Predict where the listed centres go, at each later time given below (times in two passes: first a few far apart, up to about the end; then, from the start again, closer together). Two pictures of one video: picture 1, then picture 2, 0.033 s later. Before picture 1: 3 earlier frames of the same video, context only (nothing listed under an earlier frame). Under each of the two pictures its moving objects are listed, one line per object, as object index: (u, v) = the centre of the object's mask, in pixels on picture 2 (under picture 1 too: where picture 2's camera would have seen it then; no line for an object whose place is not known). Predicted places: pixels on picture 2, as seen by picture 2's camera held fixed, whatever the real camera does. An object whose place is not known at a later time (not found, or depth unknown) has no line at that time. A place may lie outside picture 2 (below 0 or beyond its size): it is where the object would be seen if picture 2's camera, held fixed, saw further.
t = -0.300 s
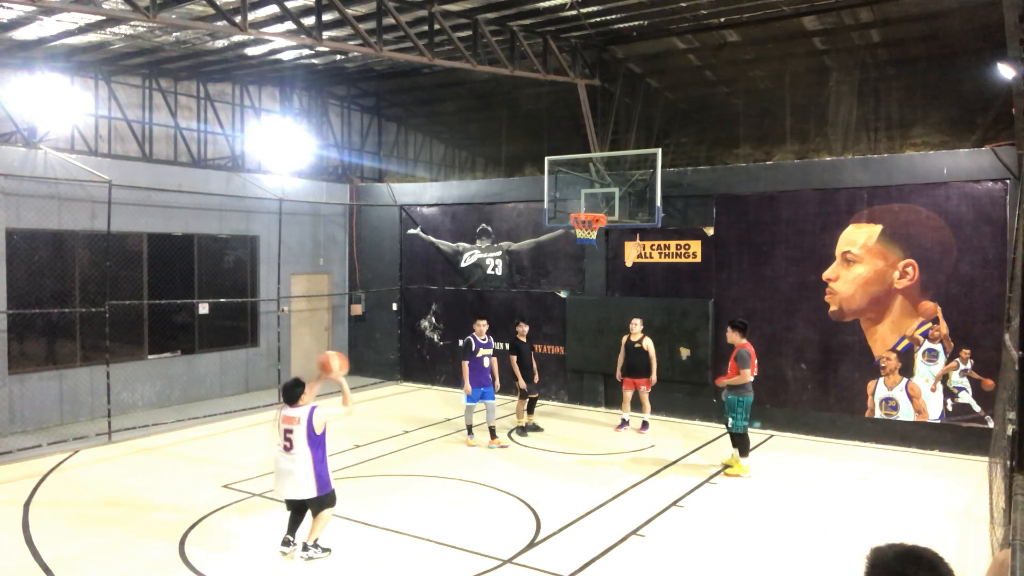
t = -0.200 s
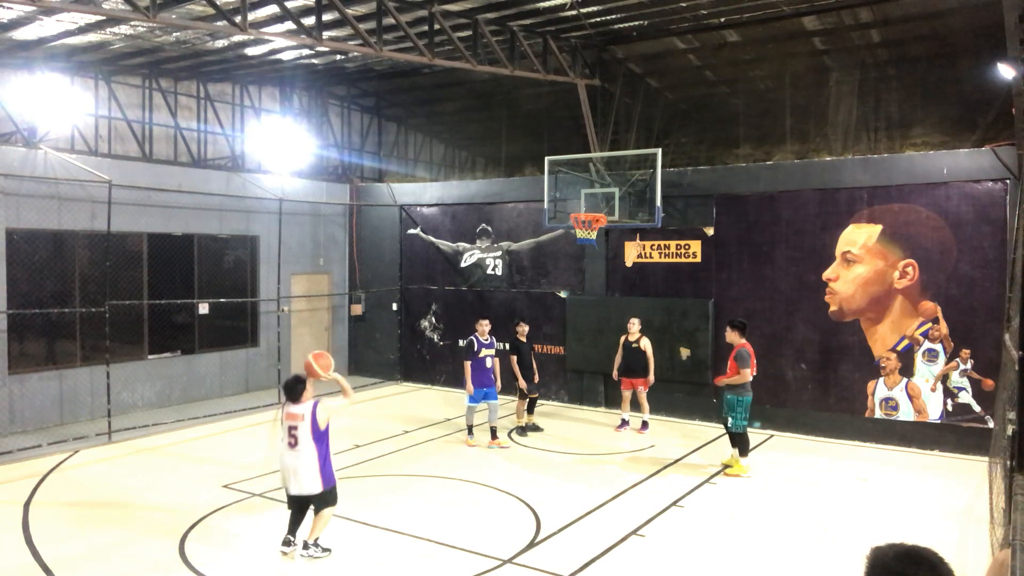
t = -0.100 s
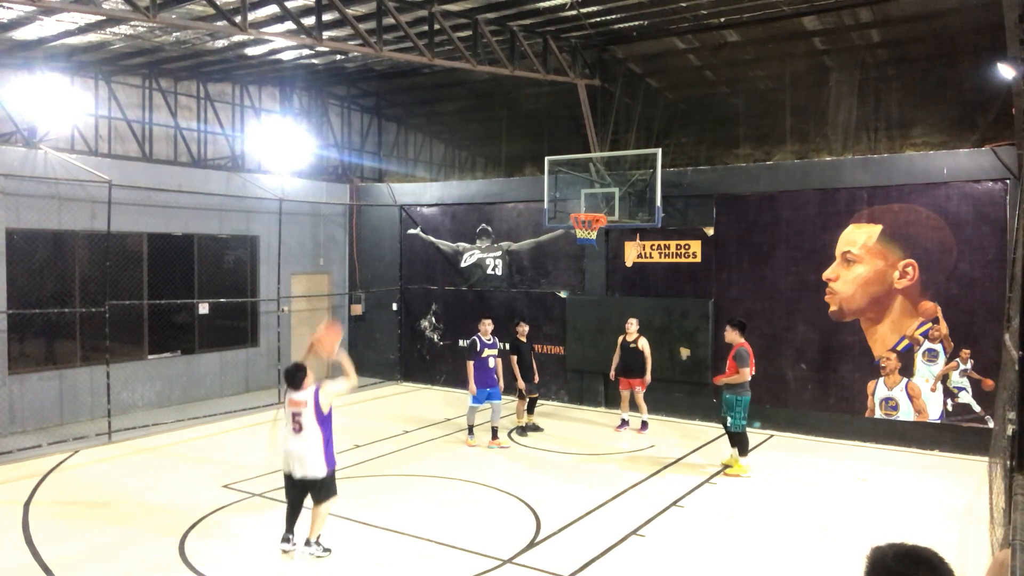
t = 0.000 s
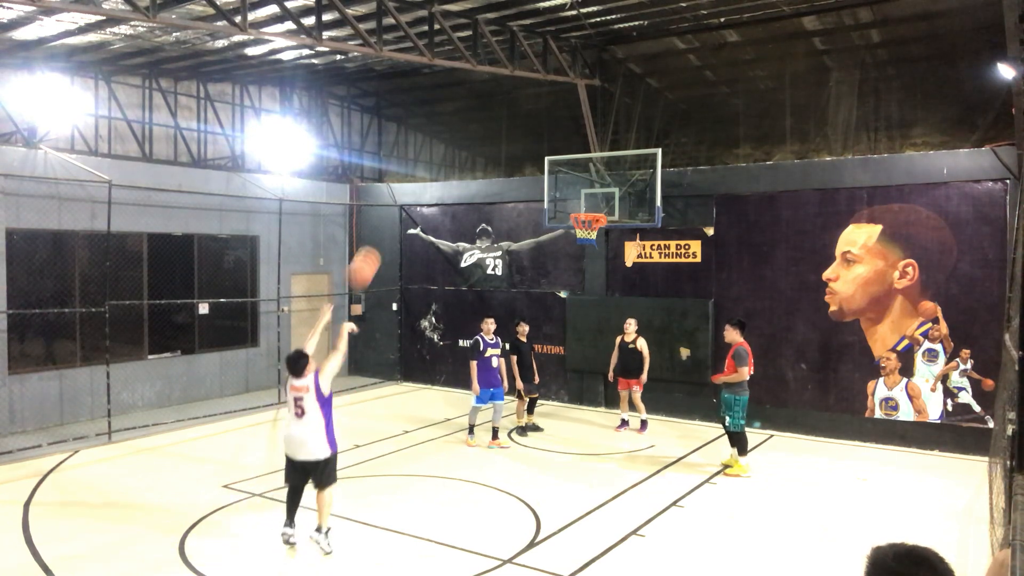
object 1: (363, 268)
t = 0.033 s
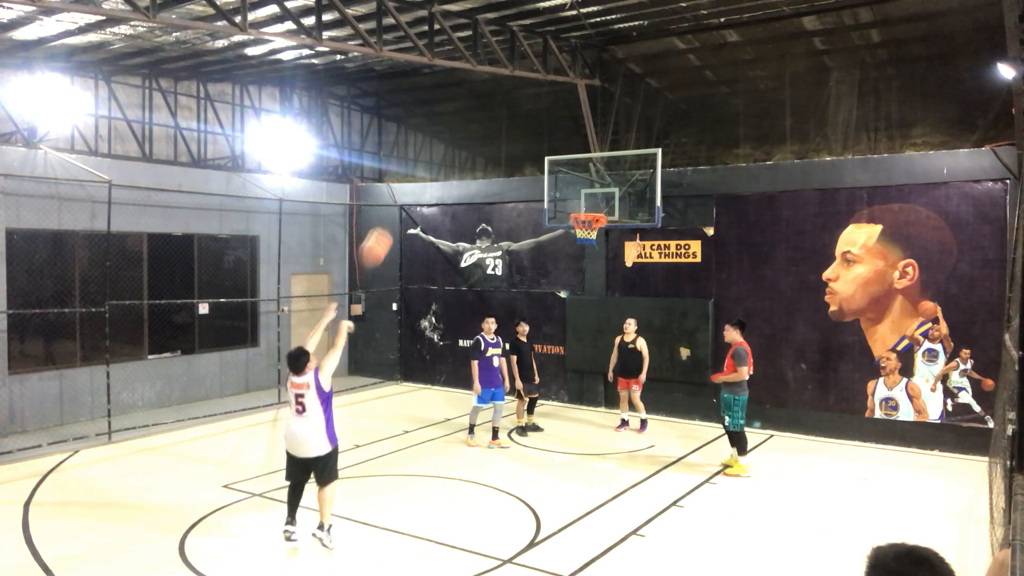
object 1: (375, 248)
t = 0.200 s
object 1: (430, 171)
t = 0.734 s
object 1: (552, 149)
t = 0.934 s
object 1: (583, 194)
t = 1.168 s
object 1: (603, 204)
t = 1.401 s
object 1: (588, 206)
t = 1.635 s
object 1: (580, 211)
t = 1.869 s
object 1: (590, 226)
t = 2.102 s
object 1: (595, 230)
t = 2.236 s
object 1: (583, 234)
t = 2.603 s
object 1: (589, 246)
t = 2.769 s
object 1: (591, 256)
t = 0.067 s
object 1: (387, 229)
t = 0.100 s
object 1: (398, 213)
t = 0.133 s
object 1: (409, 197)
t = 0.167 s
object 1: (420, 183)
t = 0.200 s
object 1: (430, 171)
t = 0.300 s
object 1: (458, 146)
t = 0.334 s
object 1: (467, 140)
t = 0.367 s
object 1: (476, 136)
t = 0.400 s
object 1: (484, 132)
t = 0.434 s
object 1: (492, 130)
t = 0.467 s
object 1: (499, 128)
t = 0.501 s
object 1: (507, 128)
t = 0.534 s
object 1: (514, 129)
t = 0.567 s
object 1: (521, 130)
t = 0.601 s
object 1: (527, 132)
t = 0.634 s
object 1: (534, 136)
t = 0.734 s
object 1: (552, 149)
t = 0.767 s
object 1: (557, 155)
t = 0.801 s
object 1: (563, 162)
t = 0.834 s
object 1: (569, 169)
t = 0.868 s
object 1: (574, 177)
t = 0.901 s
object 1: (578, 185)
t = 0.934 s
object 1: (583, 194)
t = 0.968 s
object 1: (588, 204)
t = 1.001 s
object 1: (592, 205)
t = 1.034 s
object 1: (594, 203)
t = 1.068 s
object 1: (597, 203)
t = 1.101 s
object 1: (599, 203)
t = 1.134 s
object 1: (602, 204)
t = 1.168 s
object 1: (603, 204)
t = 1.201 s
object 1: (601, 203)
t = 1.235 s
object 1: (599, 202)
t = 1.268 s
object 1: (597, 202)
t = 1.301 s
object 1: (595, 204)
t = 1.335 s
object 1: (593, 205)
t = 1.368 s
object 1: (590, 206)
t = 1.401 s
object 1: (588, 206)
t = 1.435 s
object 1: (586, 206)
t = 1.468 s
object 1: (584, 207)
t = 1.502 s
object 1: (582, 208)
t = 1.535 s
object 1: (581, 208)
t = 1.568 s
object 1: (580, 209)
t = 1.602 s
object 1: (580, 210)
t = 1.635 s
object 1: (580, 211)
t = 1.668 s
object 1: (580, 213)
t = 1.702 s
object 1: (583, 216)
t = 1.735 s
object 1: (584, 220)
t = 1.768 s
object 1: (586, 222)
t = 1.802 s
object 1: (587, 223)
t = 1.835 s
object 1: (588, 224)
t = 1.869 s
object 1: (590, 226)
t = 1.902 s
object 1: (594, 229)
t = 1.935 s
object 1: (595, 228)
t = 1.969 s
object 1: (596, 229)
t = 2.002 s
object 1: (596, 228)
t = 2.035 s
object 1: (597, 232)
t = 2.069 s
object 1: (597, 232)
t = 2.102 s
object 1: (595, 230)
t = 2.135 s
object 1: (590, 233)
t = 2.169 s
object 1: (587, 232)
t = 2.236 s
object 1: (583, 234)
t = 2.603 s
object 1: (589, 246)
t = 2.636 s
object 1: (590, 246)
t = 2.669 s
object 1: (590, 247)
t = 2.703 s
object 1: (590, 249)
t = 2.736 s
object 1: (591, 252)
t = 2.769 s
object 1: (591, 256)
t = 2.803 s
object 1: (591, 261)
